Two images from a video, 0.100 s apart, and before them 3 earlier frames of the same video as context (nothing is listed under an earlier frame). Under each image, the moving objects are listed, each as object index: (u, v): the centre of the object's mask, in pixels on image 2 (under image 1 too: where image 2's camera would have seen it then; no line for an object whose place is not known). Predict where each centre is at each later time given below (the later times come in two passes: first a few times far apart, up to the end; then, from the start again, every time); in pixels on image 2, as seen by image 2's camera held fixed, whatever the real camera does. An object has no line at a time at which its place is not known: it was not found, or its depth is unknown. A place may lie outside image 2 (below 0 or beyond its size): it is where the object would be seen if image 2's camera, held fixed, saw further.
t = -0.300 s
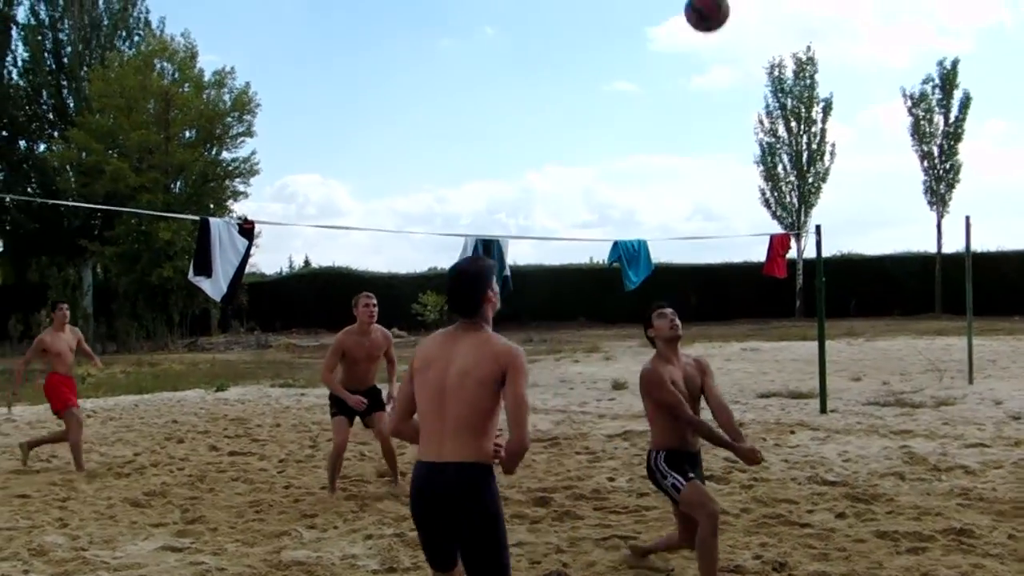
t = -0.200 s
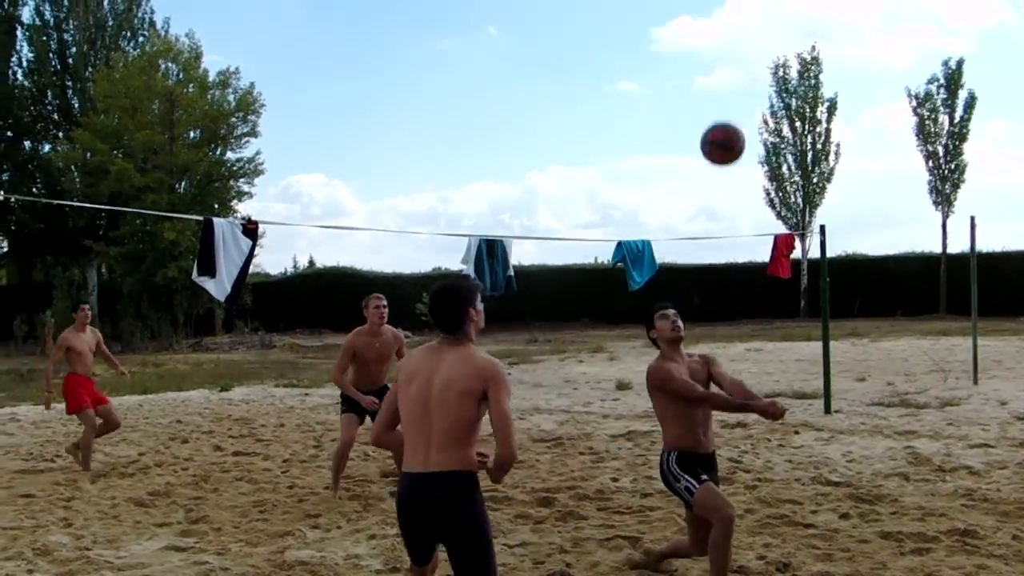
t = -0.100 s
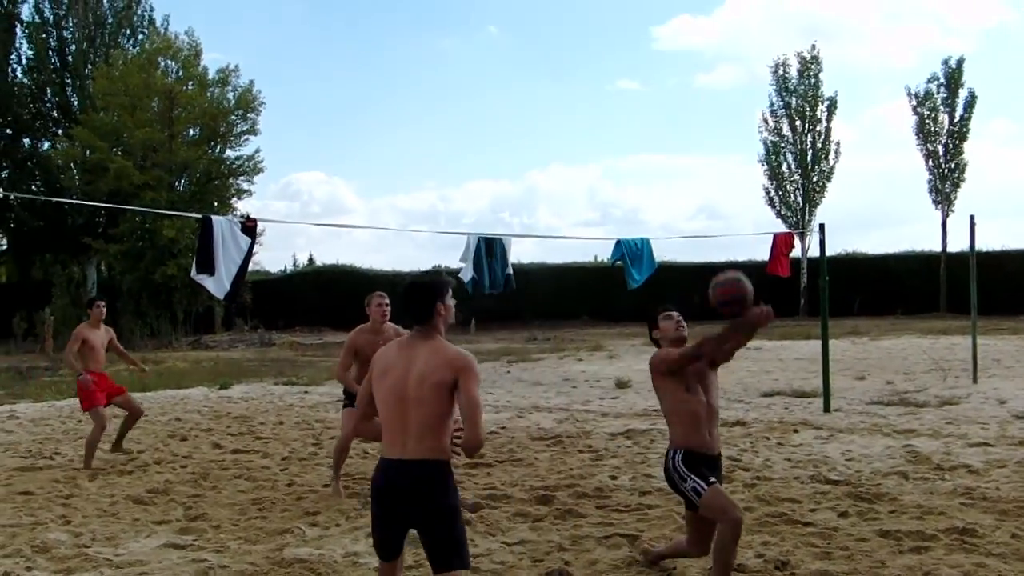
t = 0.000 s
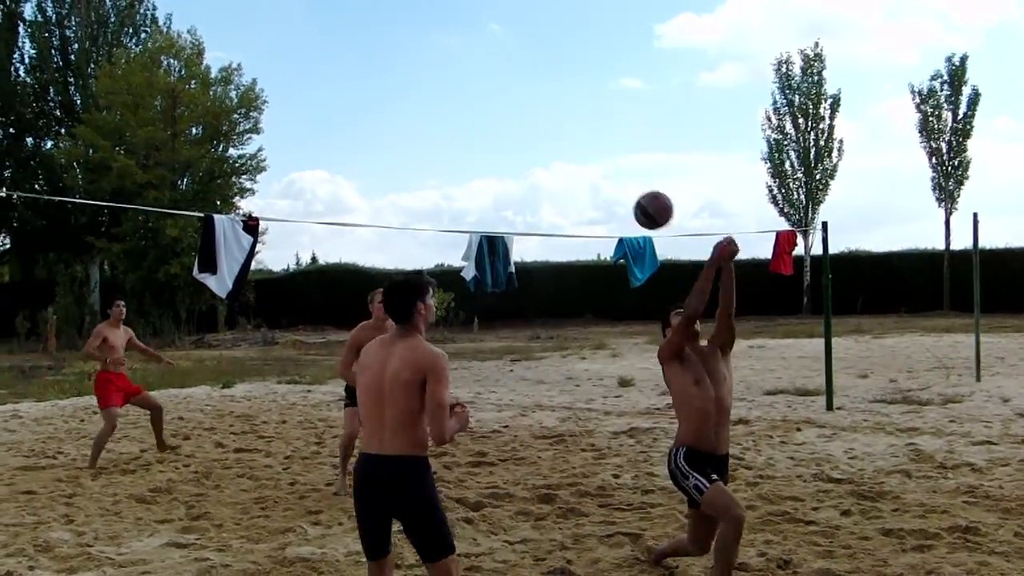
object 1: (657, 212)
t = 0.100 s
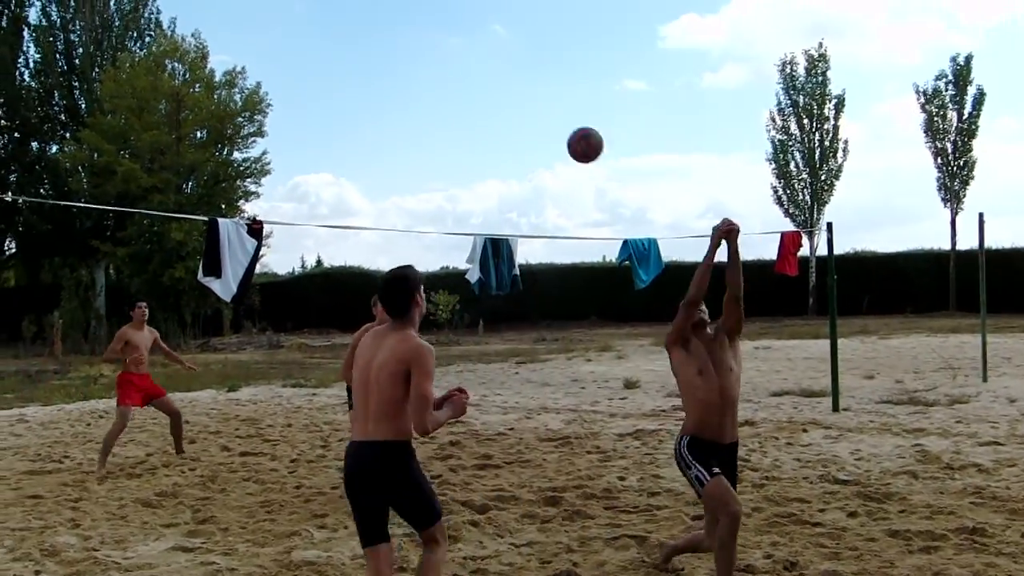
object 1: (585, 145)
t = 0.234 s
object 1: (508, 98)
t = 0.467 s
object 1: (411, 93)
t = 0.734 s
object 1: (337, 166)
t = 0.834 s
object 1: (317, 209)
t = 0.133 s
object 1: (564, 128)
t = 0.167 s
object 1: (543, 115)
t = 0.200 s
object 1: (525, 105)
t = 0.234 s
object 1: (508, 98)
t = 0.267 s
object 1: (492, 92)
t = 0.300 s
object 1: (476, 87)
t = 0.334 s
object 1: (461, 85)
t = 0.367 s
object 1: (447, 85)
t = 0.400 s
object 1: (434, 87)
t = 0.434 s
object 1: (422, 89)
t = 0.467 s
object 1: (411, 93)
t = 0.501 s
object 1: (400, 98)
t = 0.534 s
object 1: (389, 105)
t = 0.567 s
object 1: (380, 113)
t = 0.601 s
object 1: (371, 122)
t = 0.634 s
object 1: (362, 131)
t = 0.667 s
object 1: (353, 141)
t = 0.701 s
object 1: (345, 153)
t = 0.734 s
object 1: (337, 166)
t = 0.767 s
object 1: (330, 180)
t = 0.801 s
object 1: (324, 194)
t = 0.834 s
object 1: (317, 209)
